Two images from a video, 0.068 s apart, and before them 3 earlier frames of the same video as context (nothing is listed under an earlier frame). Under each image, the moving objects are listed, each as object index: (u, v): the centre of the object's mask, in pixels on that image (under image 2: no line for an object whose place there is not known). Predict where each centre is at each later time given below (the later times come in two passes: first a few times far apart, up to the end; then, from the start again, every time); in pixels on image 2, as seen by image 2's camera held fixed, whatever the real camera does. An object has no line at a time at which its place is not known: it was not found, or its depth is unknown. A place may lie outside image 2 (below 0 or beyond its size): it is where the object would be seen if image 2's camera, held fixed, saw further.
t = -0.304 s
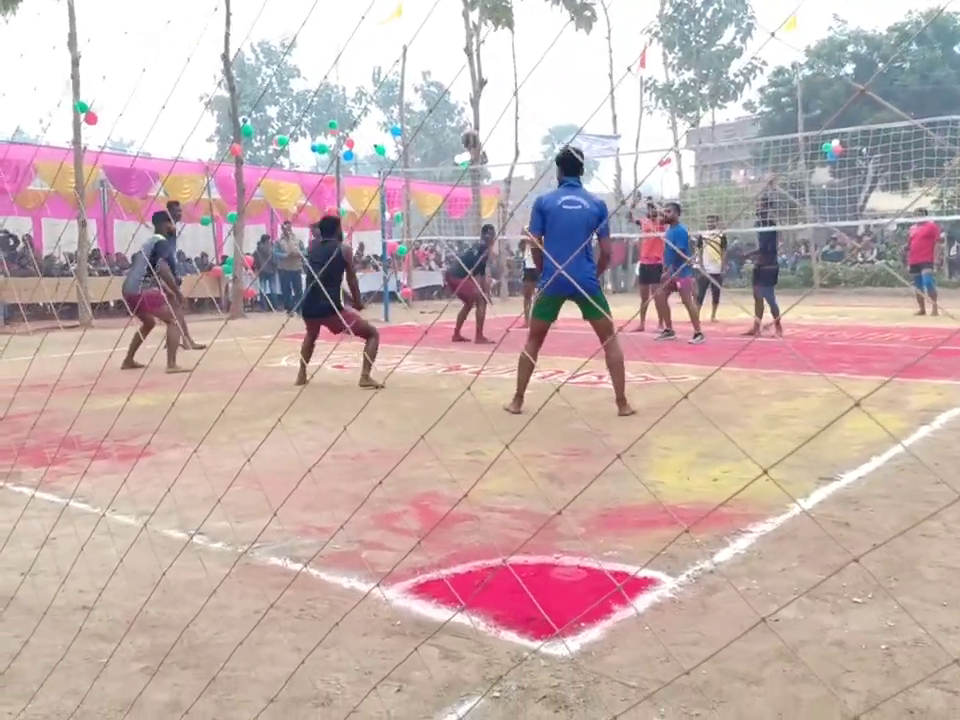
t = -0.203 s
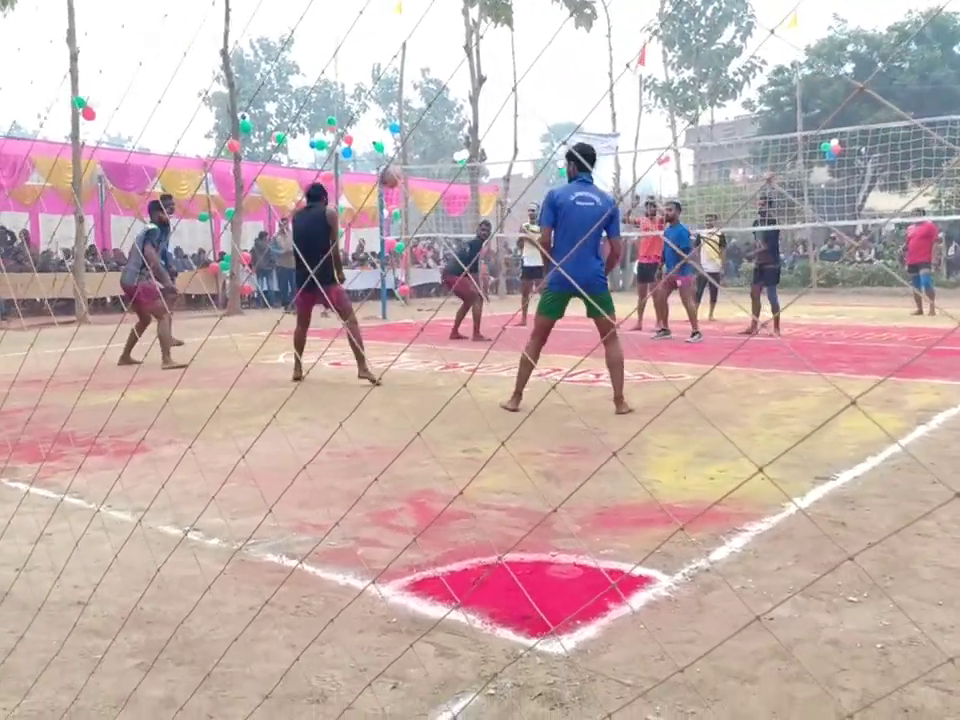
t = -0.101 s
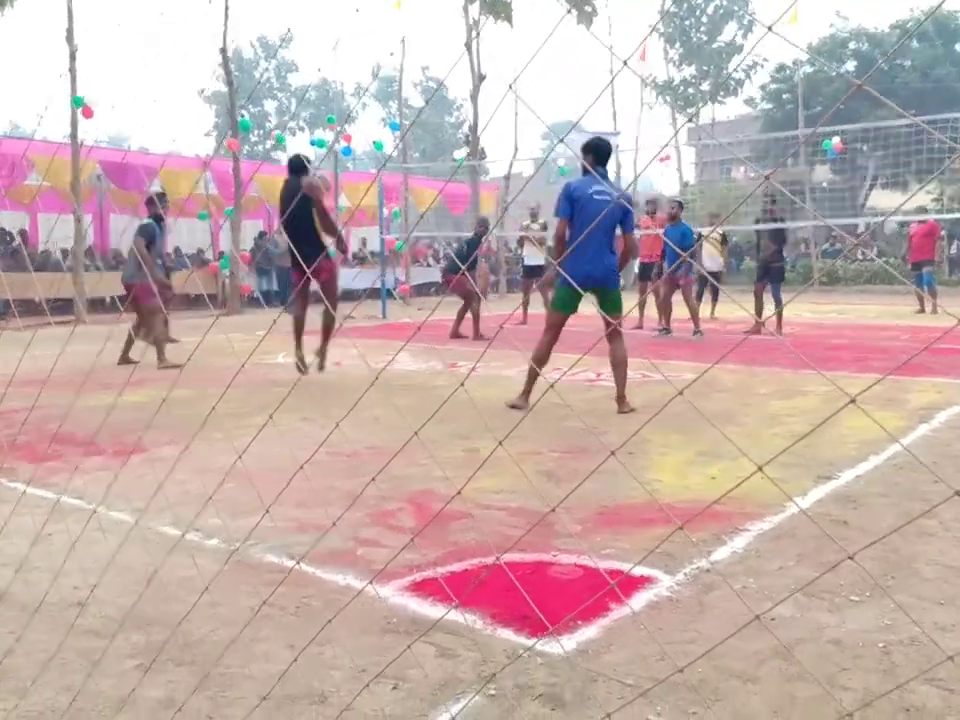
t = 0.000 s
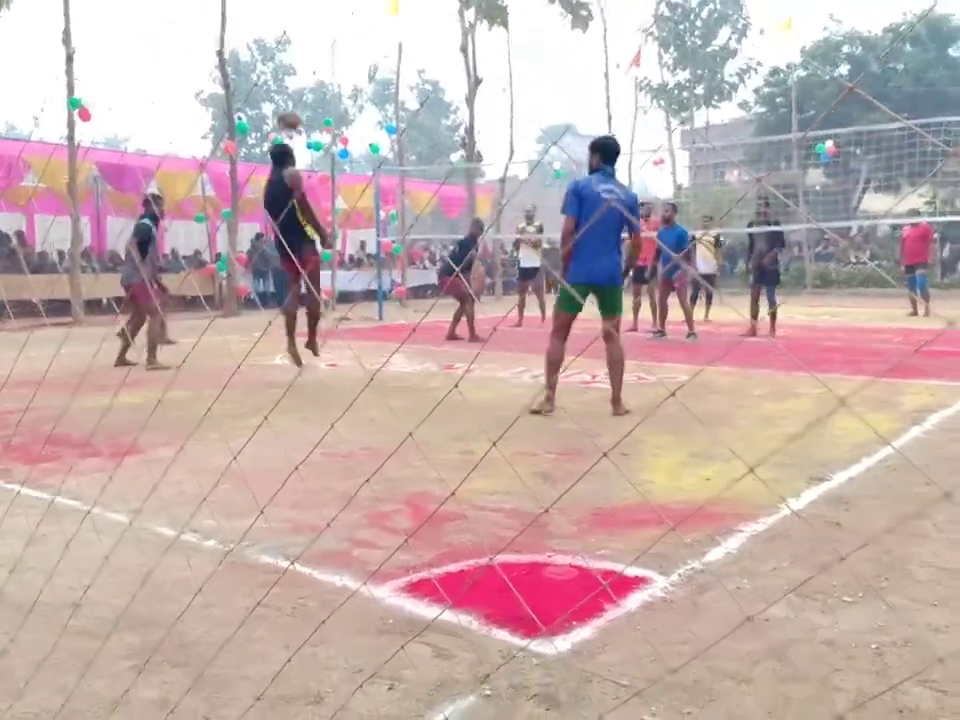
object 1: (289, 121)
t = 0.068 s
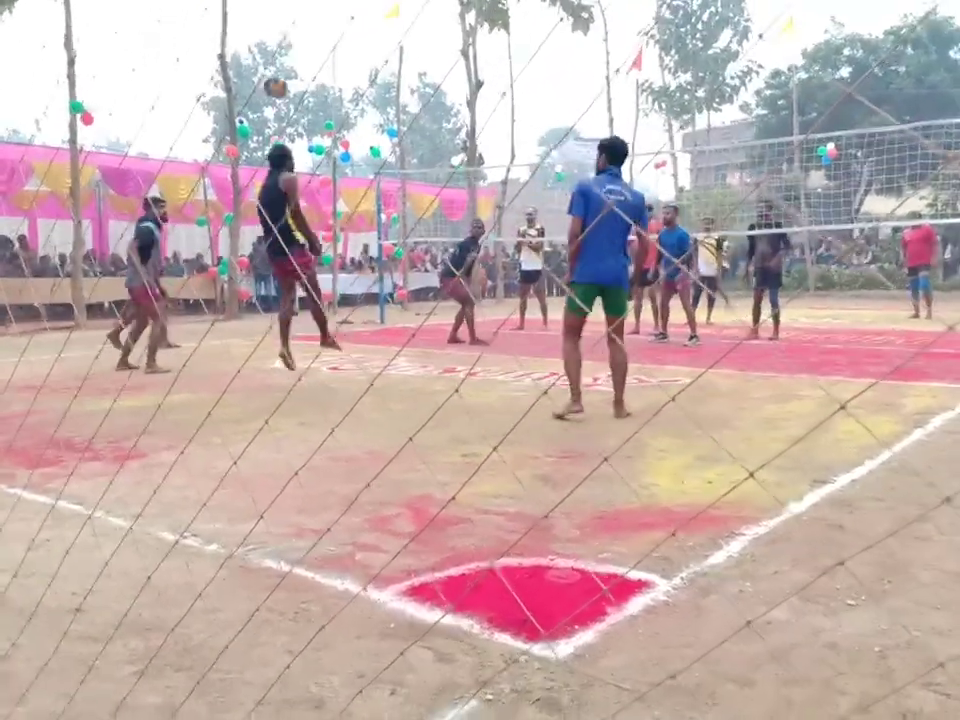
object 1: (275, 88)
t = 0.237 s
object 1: (243, 29)
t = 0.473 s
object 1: (200, 9)
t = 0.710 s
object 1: (165, 41)
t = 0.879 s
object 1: (144, 89)
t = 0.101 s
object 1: (268, 71)
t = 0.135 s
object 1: (262, 59)
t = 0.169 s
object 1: (255, 47)
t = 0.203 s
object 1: (249, 37)
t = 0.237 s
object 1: (243, 29)
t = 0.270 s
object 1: (237, 22)
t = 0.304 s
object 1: (230, 17)
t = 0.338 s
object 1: (224, 13)
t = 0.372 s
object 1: (218, 11)
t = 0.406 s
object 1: (212, 9)
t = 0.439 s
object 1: (206, 9)
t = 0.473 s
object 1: (200, 9)
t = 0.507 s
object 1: (195, 11)
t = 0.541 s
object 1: (188, 14)
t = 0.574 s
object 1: (182, 18)
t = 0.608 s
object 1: (177, 22)
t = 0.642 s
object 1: (174, 28)
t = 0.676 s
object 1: (169, 34)
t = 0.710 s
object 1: (165, 41)
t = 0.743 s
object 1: (161, 50)
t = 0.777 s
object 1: (156, 59)
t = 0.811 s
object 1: (152, 68)
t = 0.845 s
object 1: (148, 78)
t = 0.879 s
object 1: (144, 89)
